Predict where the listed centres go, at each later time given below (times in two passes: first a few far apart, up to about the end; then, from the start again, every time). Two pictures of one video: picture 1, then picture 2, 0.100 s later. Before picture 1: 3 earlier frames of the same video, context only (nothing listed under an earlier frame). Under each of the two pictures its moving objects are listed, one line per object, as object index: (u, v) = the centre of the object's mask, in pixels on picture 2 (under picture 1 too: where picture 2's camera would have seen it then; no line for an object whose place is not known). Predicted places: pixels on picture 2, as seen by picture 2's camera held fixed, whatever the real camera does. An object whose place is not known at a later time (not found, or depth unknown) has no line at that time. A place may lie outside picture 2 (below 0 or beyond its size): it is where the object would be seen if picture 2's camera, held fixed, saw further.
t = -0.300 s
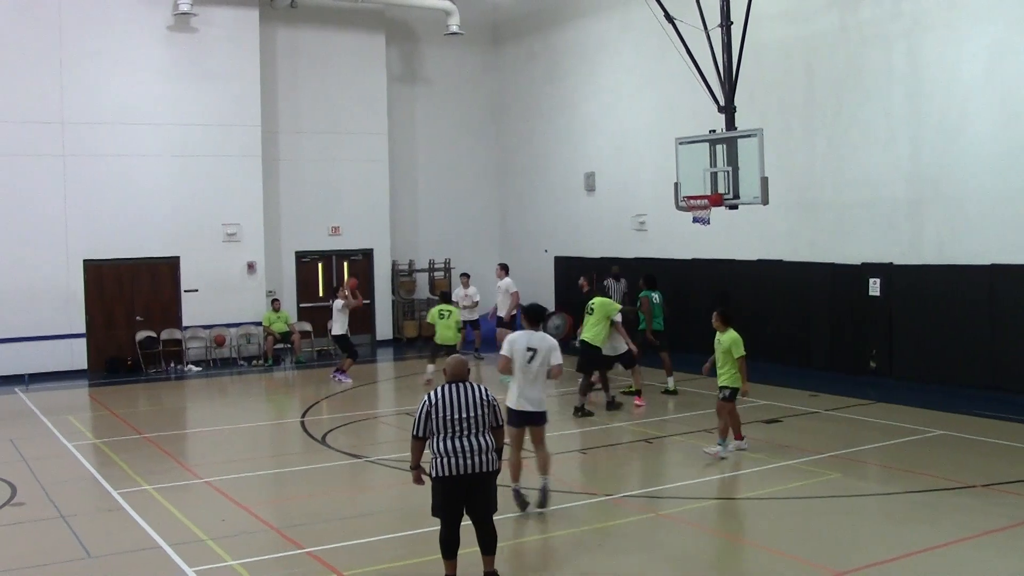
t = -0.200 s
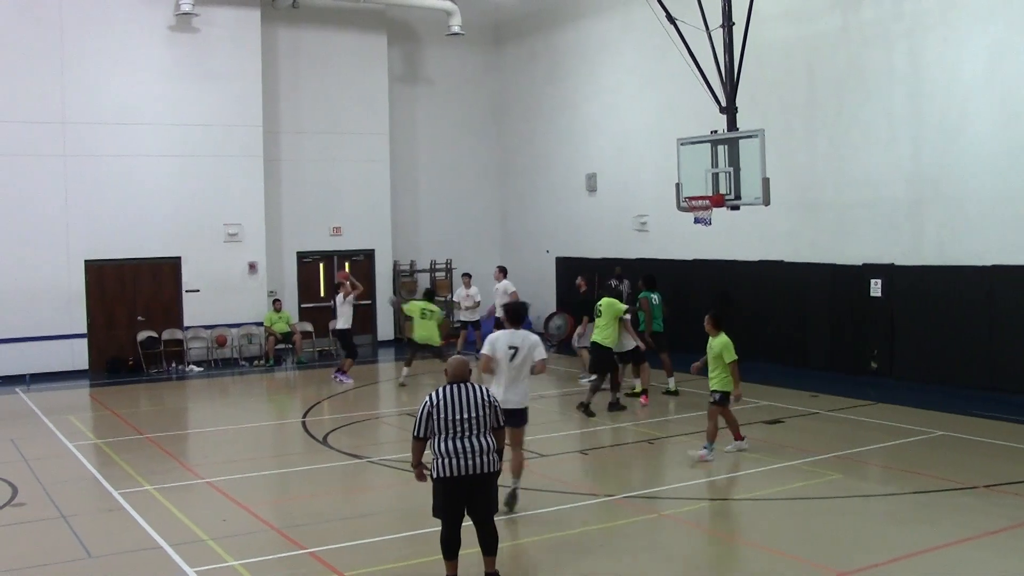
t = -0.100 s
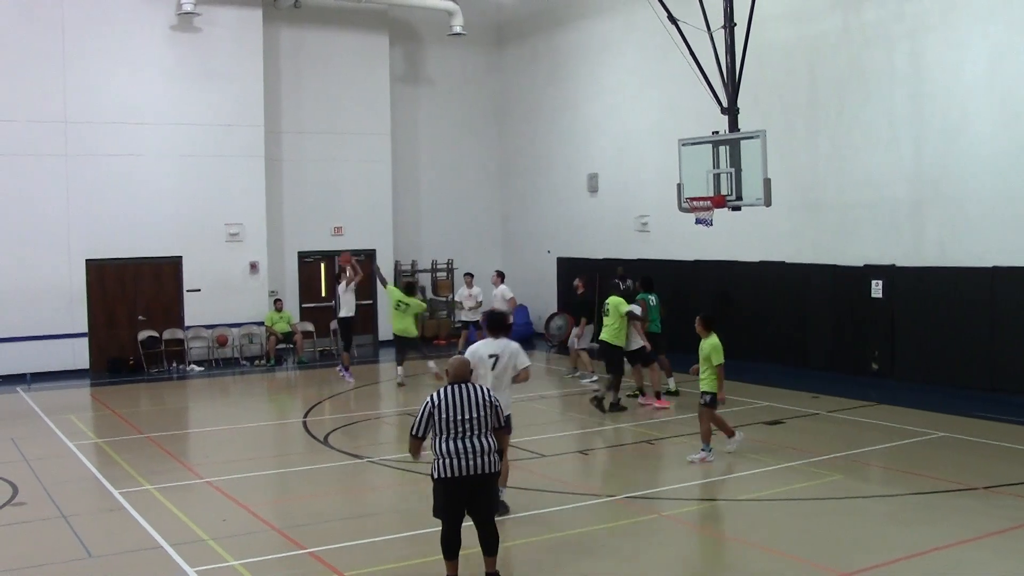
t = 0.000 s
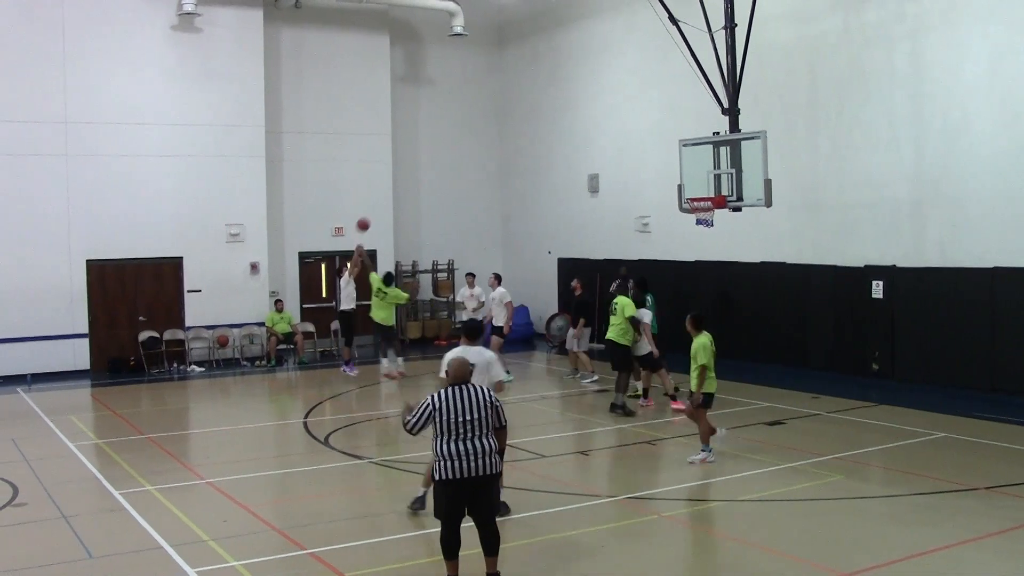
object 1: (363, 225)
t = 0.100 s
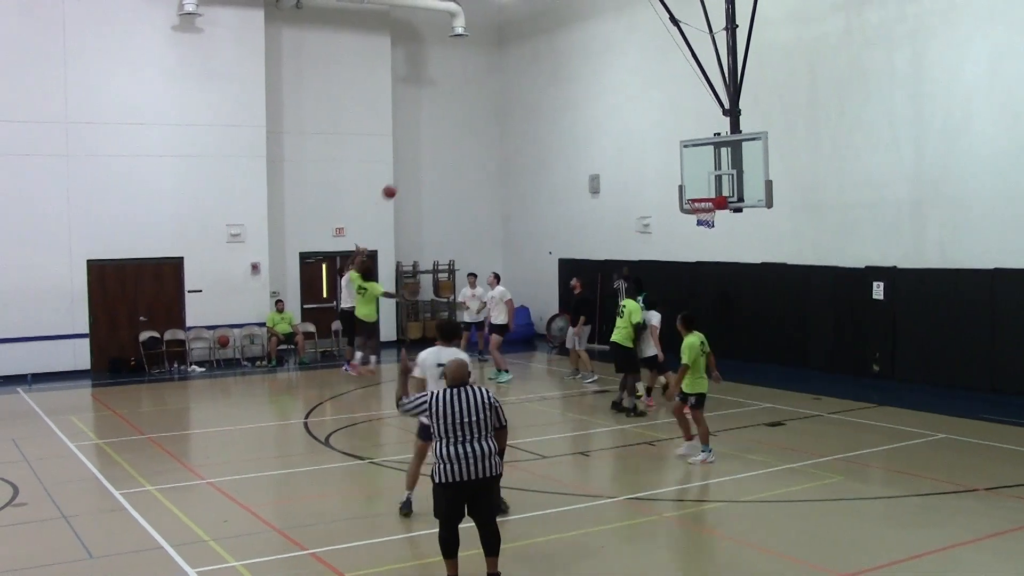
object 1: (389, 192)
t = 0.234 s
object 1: (424, 155)
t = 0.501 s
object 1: (496, 111)
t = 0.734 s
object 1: (564, 105)
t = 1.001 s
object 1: (645, 142)
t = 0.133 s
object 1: (397, 182)
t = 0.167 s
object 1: (406, 172)
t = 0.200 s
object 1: (415, 163)
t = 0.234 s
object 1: (424, 155)
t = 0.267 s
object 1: (433, 148)
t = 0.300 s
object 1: (442, 141)
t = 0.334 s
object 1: (450, 134)
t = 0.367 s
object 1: (459, 128)
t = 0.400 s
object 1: (468, 123)
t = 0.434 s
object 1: (478, 118)
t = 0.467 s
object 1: (487, 114)
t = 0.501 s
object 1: (496, 111)
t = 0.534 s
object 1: (505, 108)
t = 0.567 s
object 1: (515, 106)
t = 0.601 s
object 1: (525, 105)
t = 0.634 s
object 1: (534, 104)
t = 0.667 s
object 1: (544, 103)
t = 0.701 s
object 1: (554, 104)
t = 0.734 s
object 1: (564, 105)
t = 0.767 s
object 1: (574, 107)
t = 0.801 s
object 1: (585, 110)
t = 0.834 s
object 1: (595, 113)
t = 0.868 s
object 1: (605, 117)
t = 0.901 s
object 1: (615, 122)
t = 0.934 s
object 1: (625, 128)
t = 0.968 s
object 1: (635, 134)
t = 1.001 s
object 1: (645, 142)
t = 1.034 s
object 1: (655, 150)
